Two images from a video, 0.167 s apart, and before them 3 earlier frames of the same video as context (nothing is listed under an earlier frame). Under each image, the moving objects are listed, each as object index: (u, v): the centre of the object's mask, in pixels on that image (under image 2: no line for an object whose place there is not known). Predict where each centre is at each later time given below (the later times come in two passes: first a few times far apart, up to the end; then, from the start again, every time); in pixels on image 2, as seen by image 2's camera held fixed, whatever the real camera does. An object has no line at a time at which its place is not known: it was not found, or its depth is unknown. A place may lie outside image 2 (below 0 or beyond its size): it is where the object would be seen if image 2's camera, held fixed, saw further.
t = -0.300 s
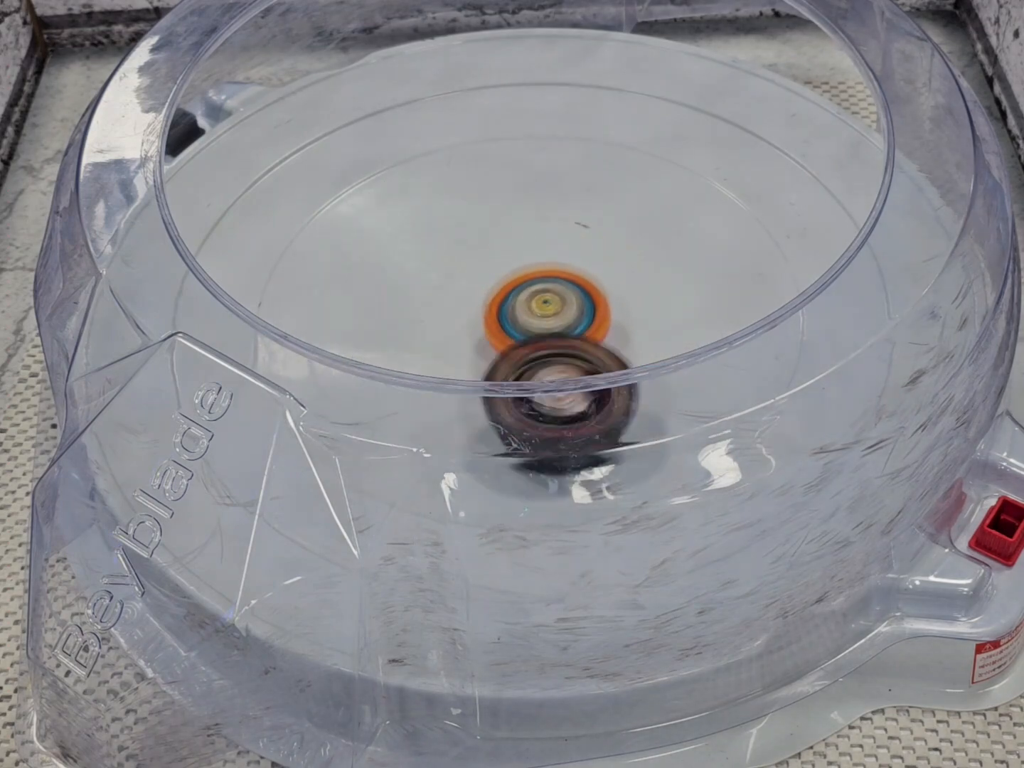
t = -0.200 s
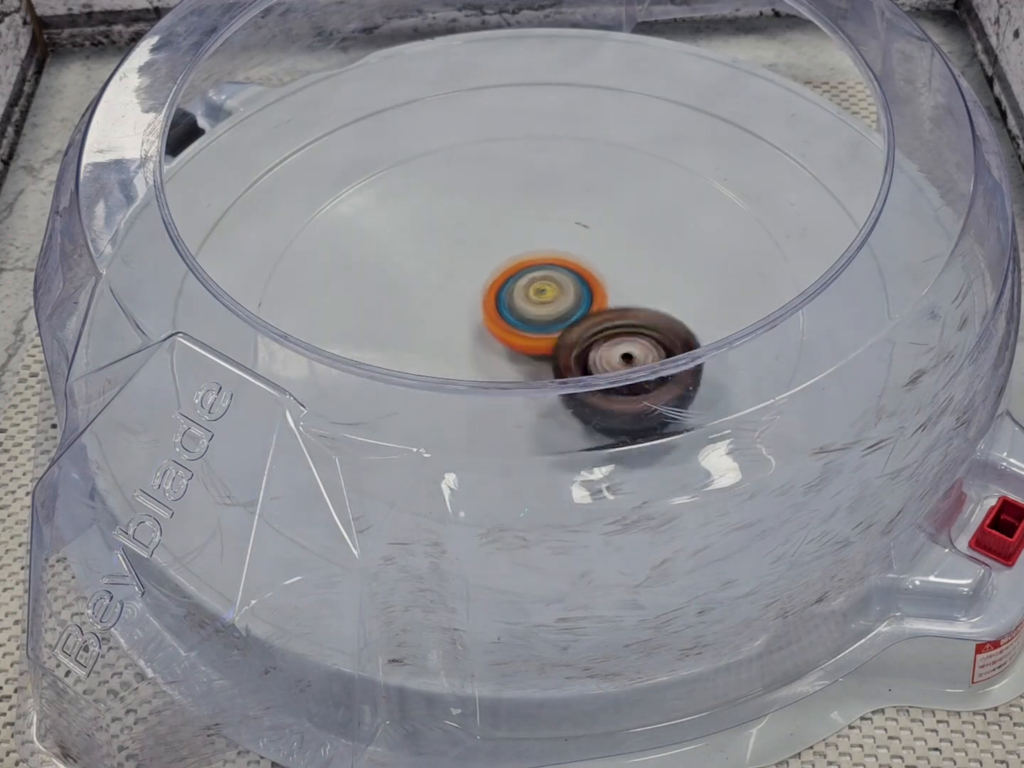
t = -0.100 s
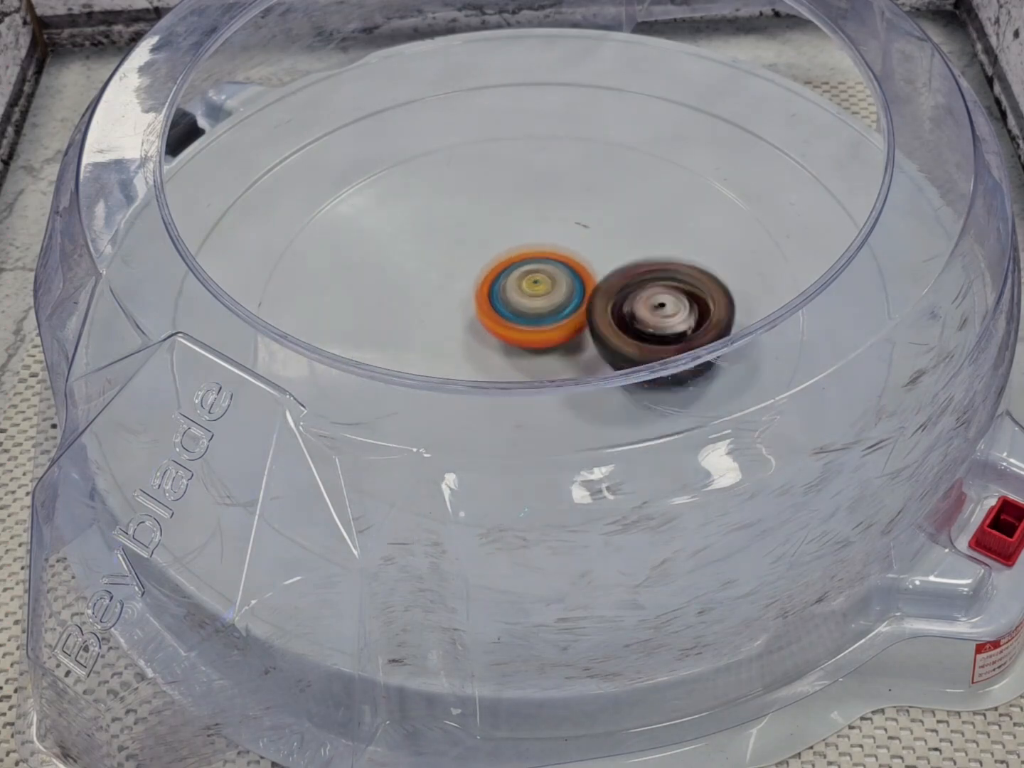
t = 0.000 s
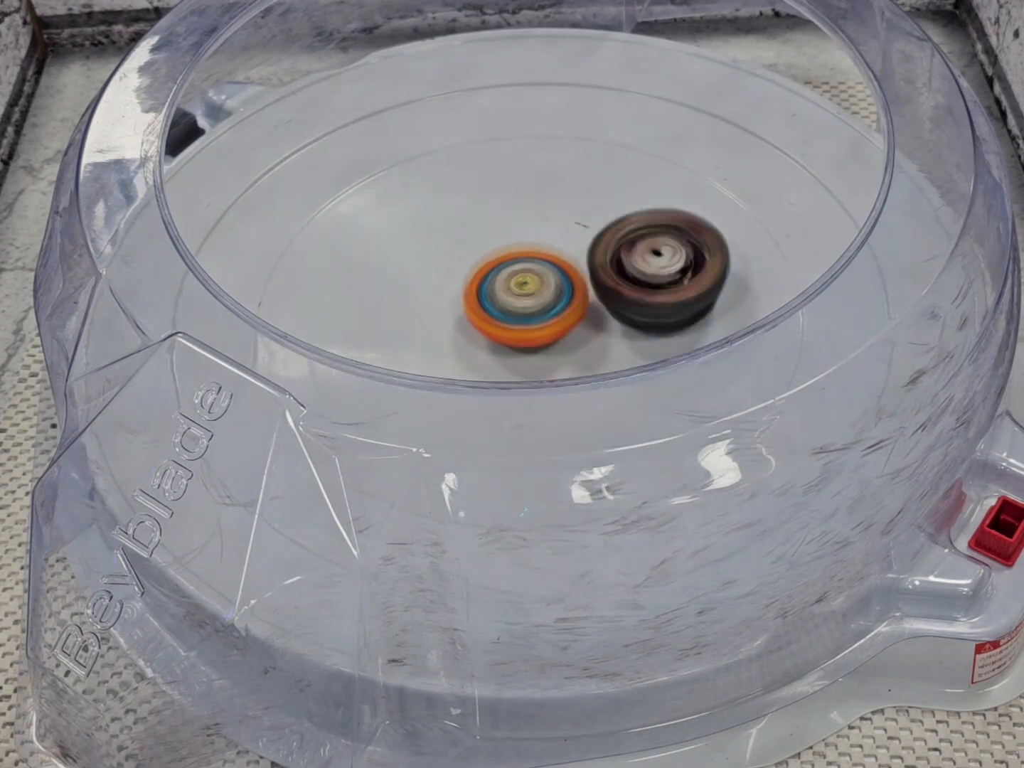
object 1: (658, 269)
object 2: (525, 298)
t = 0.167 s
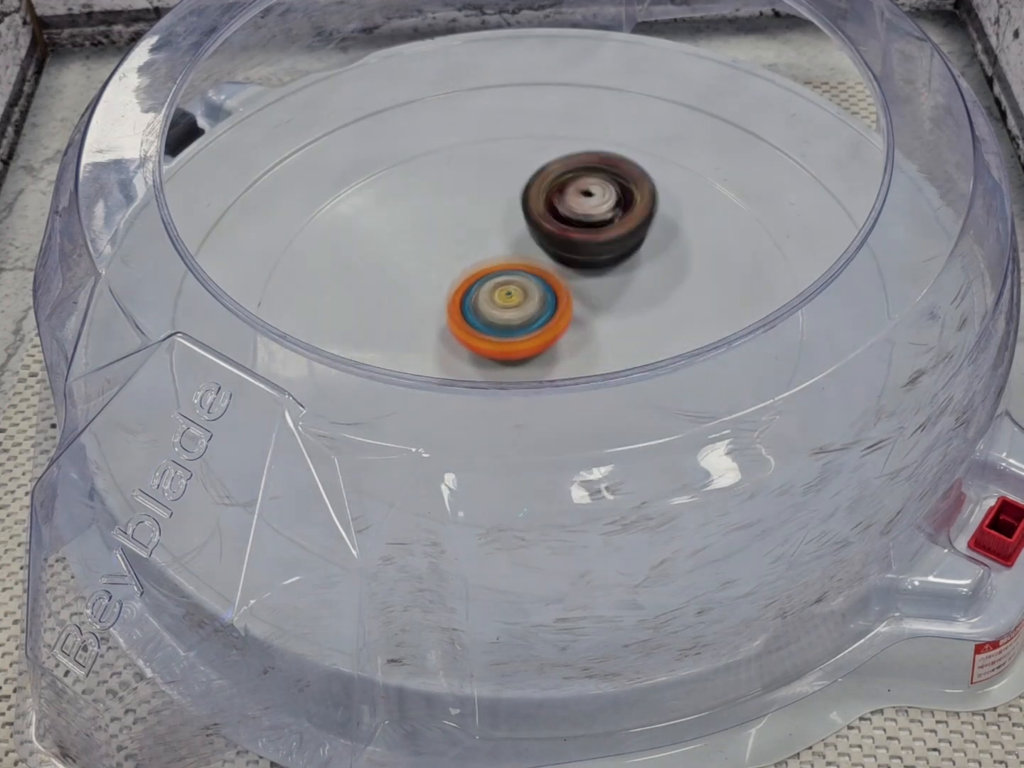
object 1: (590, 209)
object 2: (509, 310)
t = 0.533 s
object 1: (395, 279)
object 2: (522, 326)
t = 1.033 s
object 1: (603, 373)
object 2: (526, 302)
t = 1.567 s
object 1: (504, 206)
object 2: (508, 318)
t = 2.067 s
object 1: (448, 381)
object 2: (534, 310)
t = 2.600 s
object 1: (638, 251)
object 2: (512, 302)
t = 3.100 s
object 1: (419, 243)
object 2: (520, 328)
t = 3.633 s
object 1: (508, 381)
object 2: (564, 295)
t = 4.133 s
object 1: (610, 318)
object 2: (504, 269)
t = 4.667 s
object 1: (574, 350)
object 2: (476, 291)
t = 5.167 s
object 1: (532, 368)
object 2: (503, 278)
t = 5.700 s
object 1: (441, 359)
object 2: (540, 271)
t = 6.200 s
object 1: (436, 284)
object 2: (575, 300)
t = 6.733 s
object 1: (524, 228)
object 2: (572, 333)
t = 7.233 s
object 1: (604, 271)
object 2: (524, 366)
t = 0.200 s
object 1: (570, 204)
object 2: (509, 313)
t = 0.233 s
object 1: (548, 201)
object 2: (509, 316)
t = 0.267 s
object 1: (527, 201)
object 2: (511, 319)
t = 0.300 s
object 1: (505, 203)
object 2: (513, 321)
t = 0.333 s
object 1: (483, 207)
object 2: (514, 323)
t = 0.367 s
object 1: (463, 215)
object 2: (516, 324)
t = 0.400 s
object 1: (445, 224)
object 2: (516, 324)
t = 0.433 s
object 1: (428, 236)
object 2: (518, 326)
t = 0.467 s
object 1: (414, 248)
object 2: (520, 326)
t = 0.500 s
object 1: (402, 263)
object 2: (521, 326)
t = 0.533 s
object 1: (395, 279)
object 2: (522, 326)
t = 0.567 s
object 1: (392, 295)
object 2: (524, 327)
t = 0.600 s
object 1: (390, 309)
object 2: (527, 328)
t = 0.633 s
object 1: (393, 319)
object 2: (530, 328)
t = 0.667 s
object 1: (401, 328)
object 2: (532, 327)
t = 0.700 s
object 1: (409, 352)
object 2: (535, 326)
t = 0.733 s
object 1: (422, 366)
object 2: (538, 324)
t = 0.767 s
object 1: (438, 379)
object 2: (541, 321)
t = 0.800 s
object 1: (457, 396)
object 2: (543, 318)
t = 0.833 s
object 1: (476, 396)
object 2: (543, 313)
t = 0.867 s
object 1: (498, 397)
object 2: (542, 310)
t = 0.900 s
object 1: (521, 398)
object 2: (540, 306)
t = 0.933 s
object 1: (543, 397)
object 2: (537, 303)
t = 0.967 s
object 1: (565, 394)
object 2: (533, 303)
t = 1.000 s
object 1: (584, 392)
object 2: (529, 302)
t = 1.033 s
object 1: (603, 373)
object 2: (526, 302)
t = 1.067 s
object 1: (620, 364)
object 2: (524, 303)
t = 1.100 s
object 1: (633, 348)
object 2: (523, 303)
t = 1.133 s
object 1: (639, 322)
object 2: (522, 304)
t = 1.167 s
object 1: (647, 313)
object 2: (521, 305)
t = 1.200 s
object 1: (654, 301)
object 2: (517, 304)
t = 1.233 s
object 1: (657, 288)
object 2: (512, 304)
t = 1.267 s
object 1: (655, 272)
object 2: (508, 305)
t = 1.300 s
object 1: (647, 257)
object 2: (506, 306)
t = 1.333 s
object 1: (638, 244)
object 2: (504, 307)
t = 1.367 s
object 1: (625, 231)
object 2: (504, 309)
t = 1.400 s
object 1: (607, 222)
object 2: (504, 311)
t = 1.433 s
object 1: (590, 214)
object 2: (504, 312)
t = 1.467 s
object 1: (569, 209)
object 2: (505, 314)
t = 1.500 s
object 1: (548, 206)
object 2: (506, 316)
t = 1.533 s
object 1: (527, 204)
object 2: (507, 317)
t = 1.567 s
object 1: (504, 206)
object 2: (508, 318)
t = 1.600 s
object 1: (482, 210)
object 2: (509, 318)
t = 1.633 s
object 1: (461, 216)
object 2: (511, 319)
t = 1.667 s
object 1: (442, 225)
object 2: (512, 319)
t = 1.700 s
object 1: (425, 235)
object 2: (514, 320)
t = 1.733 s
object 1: (409, 248)
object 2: (515, 320)
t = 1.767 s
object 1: (399, 262)
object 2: (517, 320)
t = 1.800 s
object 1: (390, 276)
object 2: (519, 321)
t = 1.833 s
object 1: (384, 292)
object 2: (522, 321)
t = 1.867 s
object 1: (383, 306)
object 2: (524, 320)
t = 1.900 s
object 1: (387, 317)
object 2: (525, 319)
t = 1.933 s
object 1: (395, 326)
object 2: (527, 318)
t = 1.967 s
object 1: (401, 348)
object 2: (529, 317)
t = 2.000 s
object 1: (415, 362)
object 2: (531, 315)
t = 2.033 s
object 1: (430, 374)
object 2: (533, 312)
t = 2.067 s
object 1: (448, 381)
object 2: (534, 310)
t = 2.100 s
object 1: (468, 396)
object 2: (534, 307)
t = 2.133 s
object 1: (490, 397)
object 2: (532, 304)
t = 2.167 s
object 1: (512, 398)
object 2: (530, 301)
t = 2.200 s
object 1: (536, 396)
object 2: (528, 299)
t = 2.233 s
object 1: (559, 394)
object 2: (526, 298)
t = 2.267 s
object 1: (579, 378)
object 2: (524, 297)
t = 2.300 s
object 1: (596, 375)
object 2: (523, 298)
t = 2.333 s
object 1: (614, 362)
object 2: (522, 299)
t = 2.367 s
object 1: (626, 349)
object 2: (521, 299)
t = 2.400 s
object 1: (635, 324)
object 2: (521, 300)
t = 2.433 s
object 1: (645, 315)
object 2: (520, 300)
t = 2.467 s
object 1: (652, 305)
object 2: (519, 300)
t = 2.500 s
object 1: (653, 294)
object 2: (518, 300)
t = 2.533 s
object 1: (651, 278)
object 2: (517, 300)
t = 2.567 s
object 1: (645, 265)
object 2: (515, 301)
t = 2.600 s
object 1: (638, 251)
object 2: (512, 302)
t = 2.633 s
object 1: (627, 239)
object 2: (511, 303)
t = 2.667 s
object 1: (614, 229)
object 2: (509, 304)
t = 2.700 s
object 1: (601, 221)
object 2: (506, 305)
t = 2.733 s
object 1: (586, 213)
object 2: (505, 307)
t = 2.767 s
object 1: (570, 208)
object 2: (505, 308)
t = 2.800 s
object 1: (553, 205)
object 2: (505, 309)
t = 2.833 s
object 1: (537, 203)
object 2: (505, 311)
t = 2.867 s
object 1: (520, 203)
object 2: (505, 313)
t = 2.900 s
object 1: (503, 205)
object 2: (506, 315)
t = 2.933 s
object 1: (487, 209)
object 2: (507, 317)
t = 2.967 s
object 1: (471, 213)
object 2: (508, 319)
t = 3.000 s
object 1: (457, 220)
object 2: (511, 322)
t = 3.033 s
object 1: (443, 226)
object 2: (514, 325)
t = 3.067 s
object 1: (430, 233)
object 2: (517, 328)
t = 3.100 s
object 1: (419, 243)
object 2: (520, 328)
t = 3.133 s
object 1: (411, 253)
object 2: (522, 329)
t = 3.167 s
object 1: (406, 266)
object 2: (525, 328)
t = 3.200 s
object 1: (402, 279)
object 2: (527, 327)
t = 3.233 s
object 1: (398, 290)
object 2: (535, 327)
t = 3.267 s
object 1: (396, 301)
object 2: (541, 329)
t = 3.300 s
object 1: (398, 311)
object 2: (545, 328)
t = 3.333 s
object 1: (405, 319)
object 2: (547, 327)
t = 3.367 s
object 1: (413, 326)
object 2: (548, 325)
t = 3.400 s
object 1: (424, 332)
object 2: (551, 322)
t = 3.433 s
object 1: (431, 349)
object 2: (556, 319)
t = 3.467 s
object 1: (442, 358)
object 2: (560, 316)
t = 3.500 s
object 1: (455, 365)
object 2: (563, 312)
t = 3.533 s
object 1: (468, 371)
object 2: (563, 307)
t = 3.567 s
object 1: (481, 375)
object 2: (565, 304)
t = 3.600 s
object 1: (495, 379)
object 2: (565, 300)
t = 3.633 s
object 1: (508, 381)
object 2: (564, 295)
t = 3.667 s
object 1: (521, 381)
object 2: (563, 291)
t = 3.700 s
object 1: (536, 379)
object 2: (561, 287)
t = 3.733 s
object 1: (548, 379)
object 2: (558, 283)
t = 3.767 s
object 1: (560, 377)
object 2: (554, 281)
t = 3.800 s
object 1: (571, 371)
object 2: (551, 279)
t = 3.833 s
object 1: (581, 364)
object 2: (545, 276)
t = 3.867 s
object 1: (589, 359)
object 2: (541, 275)
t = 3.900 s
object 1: (595, 352)
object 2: (537, 273)
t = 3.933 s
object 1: (601, 346)
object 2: (531, 272)
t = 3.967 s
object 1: (604, 331)
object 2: (527, 271)
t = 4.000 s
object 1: (607, 328)
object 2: (523, 271)
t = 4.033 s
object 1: (609, 325)
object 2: (518, 270)
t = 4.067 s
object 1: (610, 322)
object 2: (514, 269)
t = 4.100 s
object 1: (611, 320)
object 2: (509, 268)
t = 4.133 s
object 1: (610, 318)
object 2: (504, 269)
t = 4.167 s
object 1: (607, 318)
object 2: (500, 270)
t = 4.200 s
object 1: (605, 317)
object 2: (495, 270)
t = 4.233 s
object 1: (602, 317)
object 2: (492, 271)
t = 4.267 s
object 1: (600, 318)
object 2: (487, 271)
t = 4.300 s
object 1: (598, 319)
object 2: (484, 273)
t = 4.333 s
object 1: (593, 320)
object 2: (481, 275)
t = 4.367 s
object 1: (590, 323)
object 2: (478, 275)
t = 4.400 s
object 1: (588, 325)
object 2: (475, 276)
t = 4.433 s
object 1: (585, 326)
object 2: (474, 279)
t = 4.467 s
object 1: (581, 328)
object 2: (473, 282)
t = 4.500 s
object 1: (580, 330)
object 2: (472, 282)
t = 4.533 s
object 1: (580, 333)
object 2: (471, 283)
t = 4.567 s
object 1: (579, 335)
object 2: (471, 284)
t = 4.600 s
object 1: (578, 336)
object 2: (473, 287)
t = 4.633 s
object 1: (576, 337)
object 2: (474, 289)
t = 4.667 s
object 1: (574, 350)
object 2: (476, 291)
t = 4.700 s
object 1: (572, 353)
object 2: (476, 291)
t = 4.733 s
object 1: (570, 356)
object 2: (478, 291)
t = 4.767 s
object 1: (568, 359)
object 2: (480, 292)
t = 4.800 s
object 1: (566, 360)
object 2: (481, 291)
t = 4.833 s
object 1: (563, 362)
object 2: (482, 291)
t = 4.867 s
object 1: (562, 364)
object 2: (483, 290)
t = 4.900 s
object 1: (561, 367)
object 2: (485, 288)
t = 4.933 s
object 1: (559, 368)
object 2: (487, 286)
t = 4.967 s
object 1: (556, 367)
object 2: (489, 286)
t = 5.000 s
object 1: (553, 365)
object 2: (490, 286)
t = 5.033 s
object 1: (549, 368)
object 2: (493, 283)
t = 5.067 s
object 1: (546, 370)
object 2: (495, 282)
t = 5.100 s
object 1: (542, 370)
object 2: (497, 280)
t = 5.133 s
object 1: (537, 369)
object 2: (500, 280)
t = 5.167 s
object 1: (532, 368)
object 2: (503, 278)
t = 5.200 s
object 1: (527, 371)
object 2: (507, 277)
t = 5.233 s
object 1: (520, 373)
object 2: (508, 275)
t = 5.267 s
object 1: (515, 373)
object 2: (511, 275)
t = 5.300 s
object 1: (510, 372)
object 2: (513, 275)
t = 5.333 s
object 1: (505, 369)
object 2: (514, 275)
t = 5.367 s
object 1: (498, 369)
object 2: (517, 274)
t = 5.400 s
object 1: (492, 372)
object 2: (523, 269)
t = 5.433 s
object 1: (487, 374)
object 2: (528, 268)
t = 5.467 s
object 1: (482, 373)
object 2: (531, 266)
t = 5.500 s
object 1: (477, 372)
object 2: (532, 268)
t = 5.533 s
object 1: (473, 371)
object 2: (532, 271)
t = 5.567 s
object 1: (470, 367)
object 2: (529, 273)
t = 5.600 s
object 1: (467, 362)
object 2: (528, 275)
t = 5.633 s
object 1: (460, 361)
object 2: (530, 275)
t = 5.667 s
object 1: (449, 360)
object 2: (535, 272)
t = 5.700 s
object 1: (441, 359)
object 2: (540, 271)
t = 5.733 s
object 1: (433, 357)
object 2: (542, 271)
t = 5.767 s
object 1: (428, 354)
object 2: (544, 272)
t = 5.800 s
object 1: (425, 350)
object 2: (546, 274)
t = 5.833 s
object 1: (426, 337)
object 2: (547, 277)
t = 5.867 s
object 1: (427, 334)
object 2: (548, 280)
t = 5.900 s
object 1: (428, 331)
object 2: (549, 284)
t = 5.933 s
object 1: (431, 328)
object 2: (550, 286)
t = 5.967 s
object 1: (429, 325)
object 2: (557, 289)
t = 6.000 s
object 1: (428, 321)
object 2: (563, 291)
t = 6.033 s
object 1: (428, 316)
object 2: (566, 294)
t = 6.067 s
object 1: (429, 308)
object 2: (568, 295)
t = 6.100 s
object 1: (430, 302)
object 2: (570, 297)
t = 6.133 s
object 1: (431, 296)
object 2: (573, 298)
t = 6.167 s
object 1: (433, 289)
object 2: (574, 299)
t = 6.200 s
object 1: (436, 284)
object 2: (575, 300)
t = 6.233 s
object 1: (436, 278)
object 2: (576, 301)
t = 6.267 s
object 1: (439, 273)
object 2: (577, 302)
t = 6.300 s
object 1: (443, 268)
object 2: (575, 304)
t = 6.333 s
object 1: (444, 262)
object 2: (577, 306)
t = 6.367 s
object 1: (447, 256)
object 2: (578, 309)
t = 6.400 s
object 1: (451, 251)
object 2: (580, 311)
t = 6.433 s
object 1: (456, 247)
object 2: (581, 314)
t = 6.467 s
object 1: (461, 244)
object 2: (583, 317)
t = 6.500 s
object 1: (468, 241)
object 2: (584, 320)
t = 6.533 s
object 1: (476, 239)
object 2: (584, 321)
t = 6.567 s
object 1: (484, 237)
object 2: (584, 323)
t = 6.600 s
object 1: (492, 237)
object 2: (582, 324)
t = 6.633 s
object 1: (501, 237)
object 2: (579, 326)
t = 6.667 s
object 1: (508, 233)
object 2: (578, 328)
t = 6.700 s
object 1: (516, 230)
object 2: (576, 331)
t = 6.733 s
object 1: (524, 228)
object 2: (572, 333)
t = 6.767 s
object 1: (532, 226)
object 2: (567, 333)
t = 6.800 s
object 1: (540, 226)
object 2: (561, 335)
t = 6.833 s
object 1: (548, 226)
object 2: (555, 335)
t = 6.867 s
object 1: (555, 225)
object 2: (548, 338)
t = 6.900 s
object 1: (563, 226)
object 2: (543, 339)
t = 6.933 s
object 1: (571, 227)
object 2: (537, 340)
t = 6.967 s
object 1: (577, 230)
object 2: (531, 340)
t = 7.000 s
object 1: (583, 233)
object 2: (526, 342)
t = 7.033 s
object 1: (588, 236)
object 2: (521, 343)
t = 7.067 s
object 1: (592, 241)
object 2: (520, 345)
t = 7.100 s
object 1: (596, 246)
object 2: (520, 347)
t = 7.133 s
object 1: (598, 252)
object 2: (523, 348)
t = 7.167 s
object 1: (600, 259)
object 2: (524, 359)
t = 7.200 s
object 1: (601, 265)
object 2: (527, 360)
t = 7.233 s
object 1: (604, 271)
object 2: (524, 366)
